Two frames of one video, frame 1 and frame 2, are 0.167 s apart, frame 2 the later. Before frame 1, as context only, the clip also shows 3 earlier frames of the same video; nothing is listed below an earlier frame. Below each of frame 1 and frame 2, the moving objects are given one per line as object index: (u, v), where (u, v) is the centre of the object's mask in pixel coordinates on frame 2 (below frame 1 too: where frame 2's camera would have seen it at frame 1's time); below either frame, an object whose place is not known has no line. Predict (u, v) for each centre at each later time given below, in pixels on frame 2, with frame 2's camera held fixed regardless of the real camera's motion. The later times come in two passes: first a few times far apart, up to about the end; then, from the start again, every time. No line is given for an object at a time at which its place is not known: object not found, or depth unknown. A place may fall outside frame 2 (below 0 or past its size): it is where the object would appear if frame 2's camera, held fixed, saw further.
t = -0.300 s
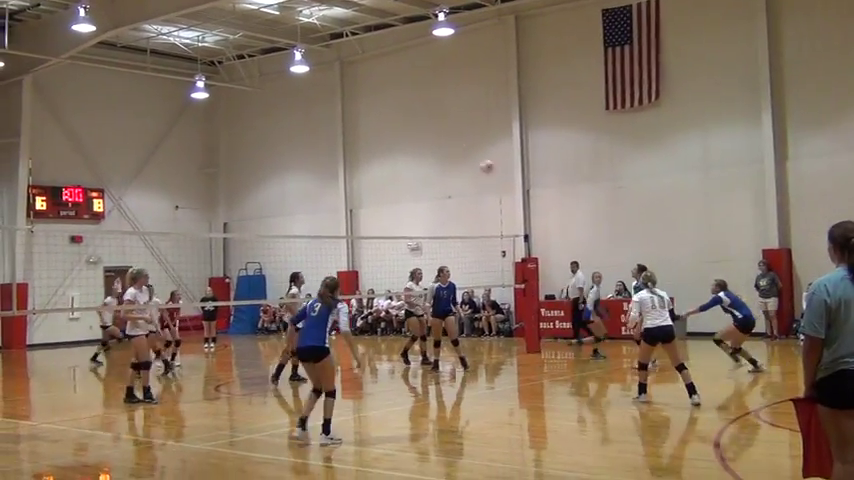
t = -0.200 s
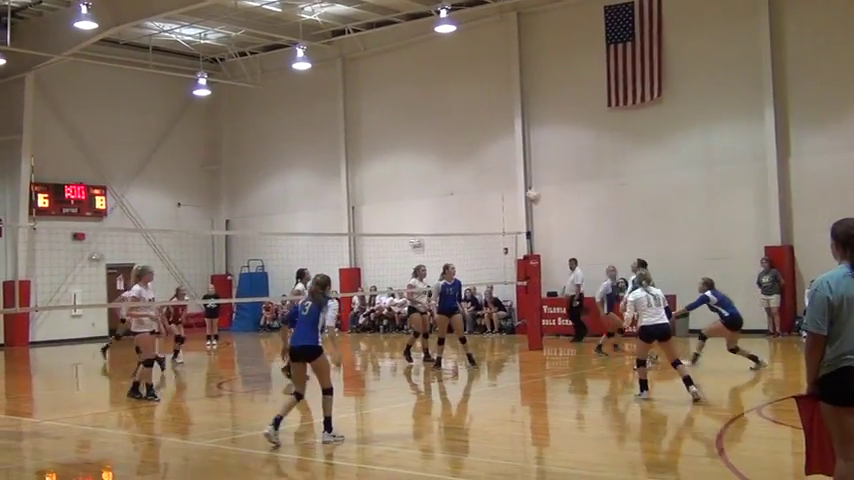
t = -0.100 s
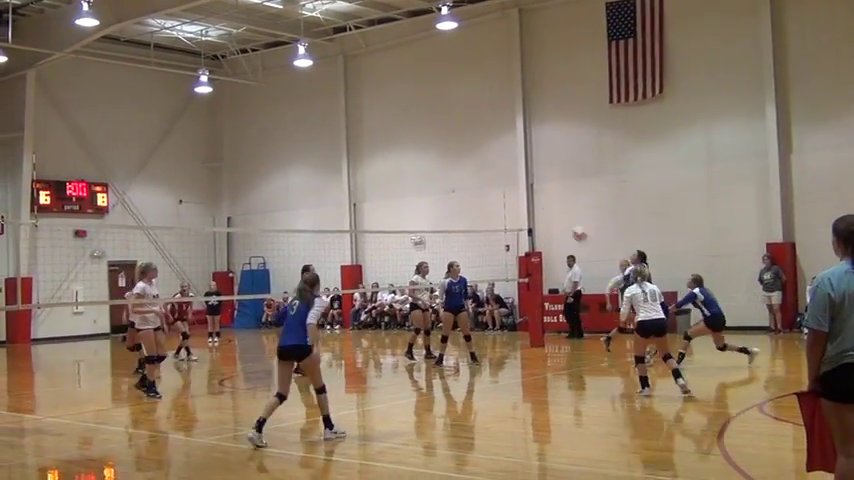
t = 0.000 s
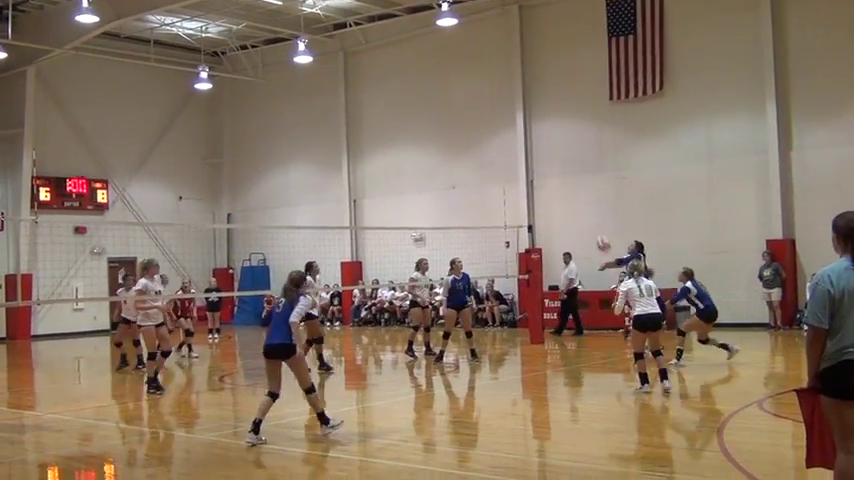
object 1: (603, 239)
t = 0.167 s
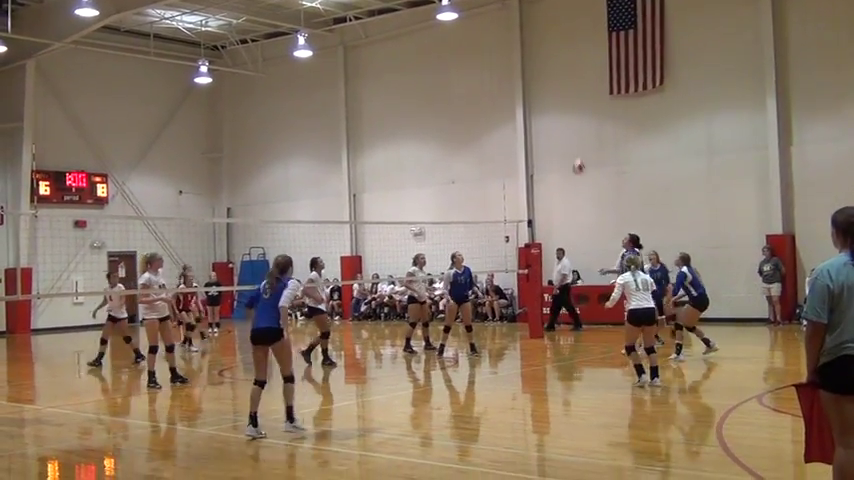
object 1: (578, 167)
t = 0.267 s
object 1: (562, 133)
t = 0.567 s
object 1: (522, 71)
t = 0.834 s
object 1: (490, 63)
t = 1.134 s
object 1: (457, 108)
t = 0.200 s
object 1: (572, 155)
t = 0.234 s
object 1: (567, 143)
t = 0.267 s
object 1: (562, 133)
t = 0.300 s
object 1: (557, 123)
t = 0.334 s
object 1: (553, 113)
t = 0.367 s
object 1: (548, 105)
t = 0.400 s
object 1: (543, 97)
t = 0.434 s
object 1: (539, 89)
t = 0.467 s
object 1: (534, 83)
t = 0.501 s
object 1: (530, 79)
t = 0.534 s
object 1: (526, 75)
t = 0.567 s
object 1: (522, 71)
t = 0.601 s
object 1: (517, 67)
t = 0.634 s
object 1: (513, 65)
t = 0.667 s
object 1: (509, 63)
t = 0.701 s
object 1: (505, 62)
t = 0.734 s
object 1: (501, 61)
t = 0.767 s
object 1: (497, 61)
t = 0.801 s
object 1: (492, 62)
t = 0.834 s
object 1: (490, 63)
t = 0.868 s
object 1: (486, 66)
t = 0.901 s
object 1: (482, 69)
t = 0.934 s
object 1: (478, 73)
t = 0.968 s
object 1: (474, 77)
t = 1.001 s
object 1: (471, 82)
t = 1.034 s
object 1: (468, 87)
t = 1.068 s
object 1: (464, 94)
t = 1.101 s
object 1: (460, 101)
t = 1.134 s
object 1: (457, 108)
